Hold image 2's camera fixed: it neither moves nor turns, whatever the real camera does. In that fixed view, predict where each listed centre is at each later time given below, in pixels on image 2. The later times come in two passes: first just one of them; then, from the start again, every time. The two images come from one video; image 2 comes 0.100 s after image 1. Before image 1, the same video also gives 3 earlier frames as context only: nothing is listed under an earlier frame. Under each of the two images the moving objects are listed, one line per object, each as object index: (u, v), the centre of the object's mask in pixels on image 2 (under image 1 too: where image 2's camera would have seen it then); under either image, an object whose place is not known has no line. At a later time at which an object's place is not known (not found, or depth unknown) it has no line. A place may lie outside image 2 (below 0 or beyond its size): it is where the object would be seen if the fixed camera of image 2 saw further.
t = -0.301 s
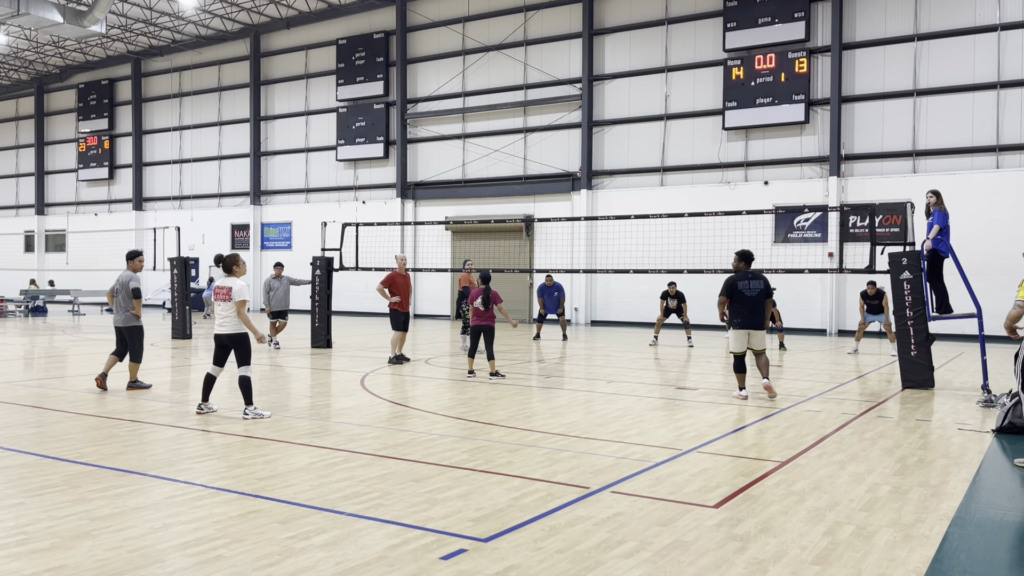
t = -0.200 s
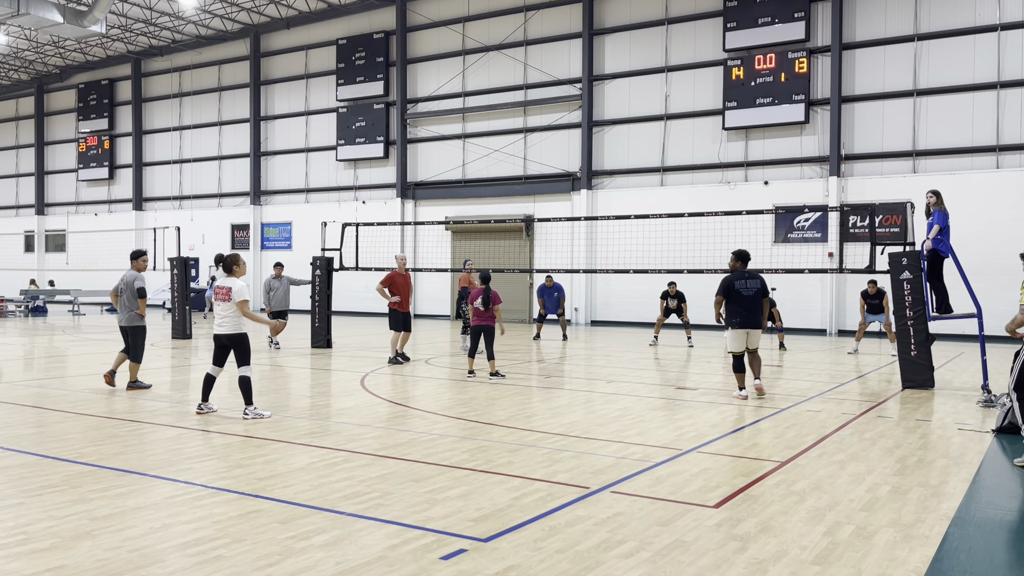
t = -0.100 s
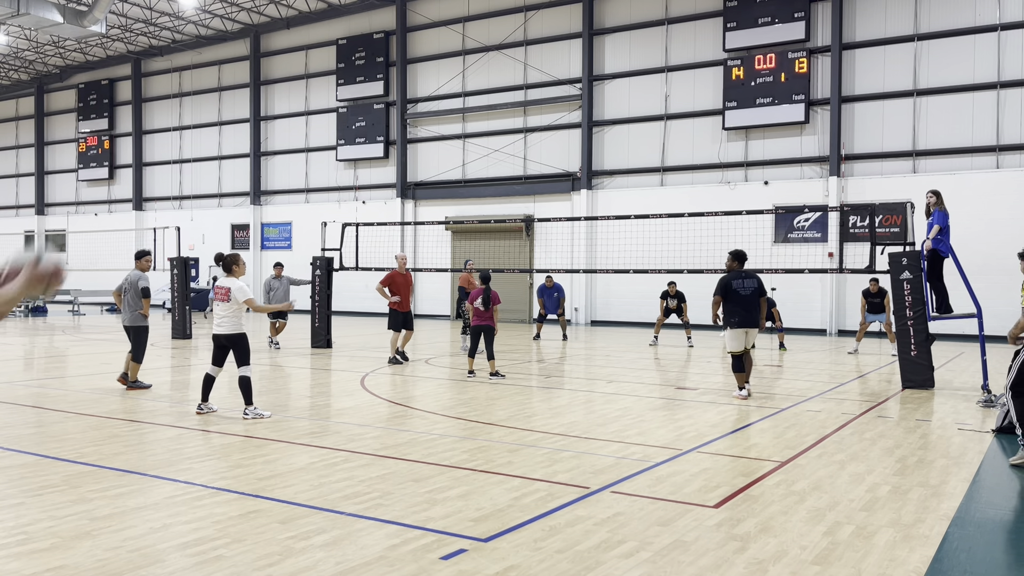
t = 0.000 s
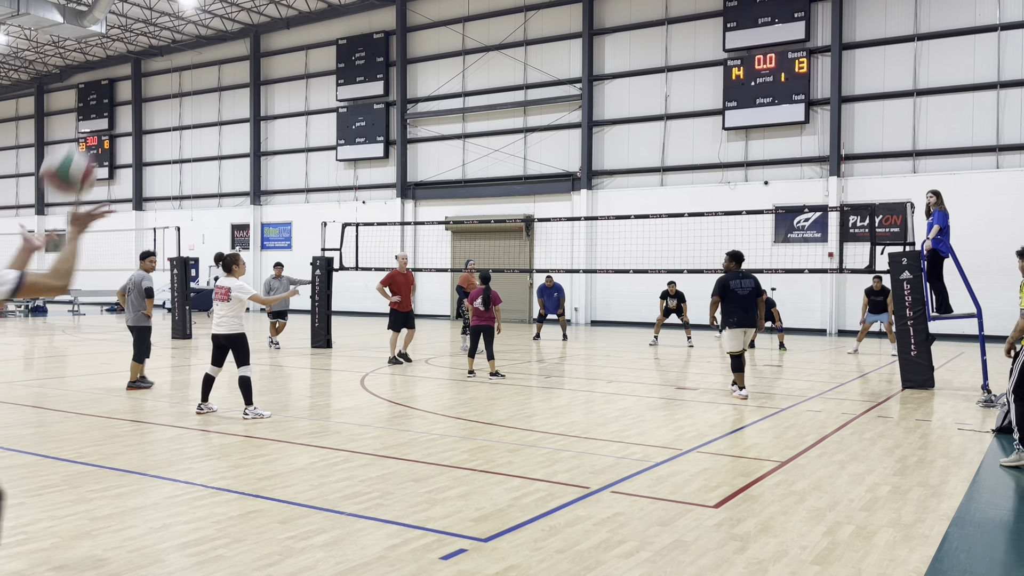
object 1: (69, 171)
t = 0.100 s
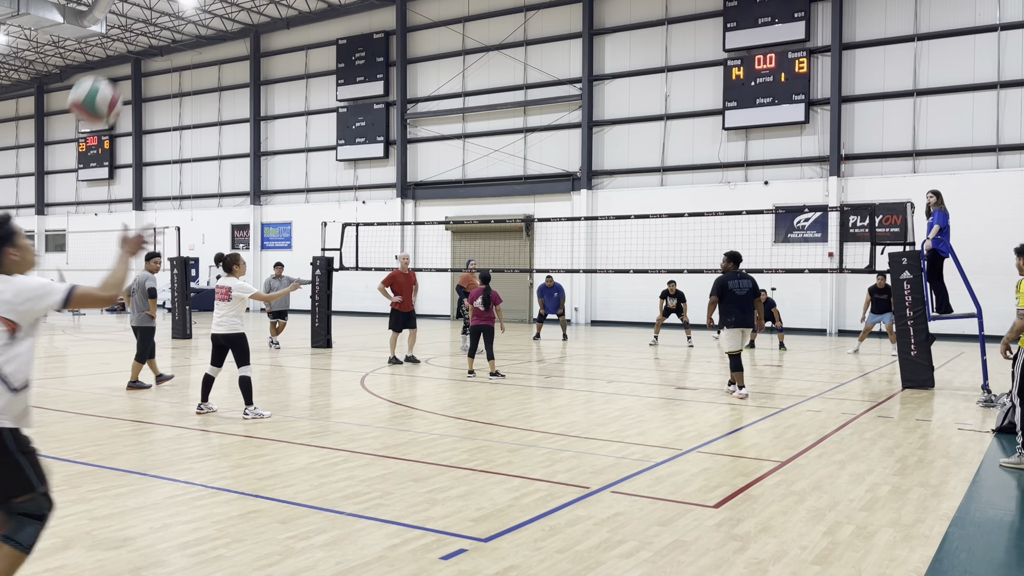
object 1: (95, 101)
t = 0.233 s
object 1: (125, 51)
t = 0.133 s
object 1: (102, 85)
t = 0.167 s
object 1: (111, 71)
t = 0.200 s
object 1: (118, 60)
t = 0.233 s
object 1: (125, 51)
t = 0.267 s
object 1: (132, 45)
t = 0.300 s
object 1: (139, 41)
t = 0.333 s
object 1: (146, 40)
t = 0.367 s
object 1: (152, 41)
